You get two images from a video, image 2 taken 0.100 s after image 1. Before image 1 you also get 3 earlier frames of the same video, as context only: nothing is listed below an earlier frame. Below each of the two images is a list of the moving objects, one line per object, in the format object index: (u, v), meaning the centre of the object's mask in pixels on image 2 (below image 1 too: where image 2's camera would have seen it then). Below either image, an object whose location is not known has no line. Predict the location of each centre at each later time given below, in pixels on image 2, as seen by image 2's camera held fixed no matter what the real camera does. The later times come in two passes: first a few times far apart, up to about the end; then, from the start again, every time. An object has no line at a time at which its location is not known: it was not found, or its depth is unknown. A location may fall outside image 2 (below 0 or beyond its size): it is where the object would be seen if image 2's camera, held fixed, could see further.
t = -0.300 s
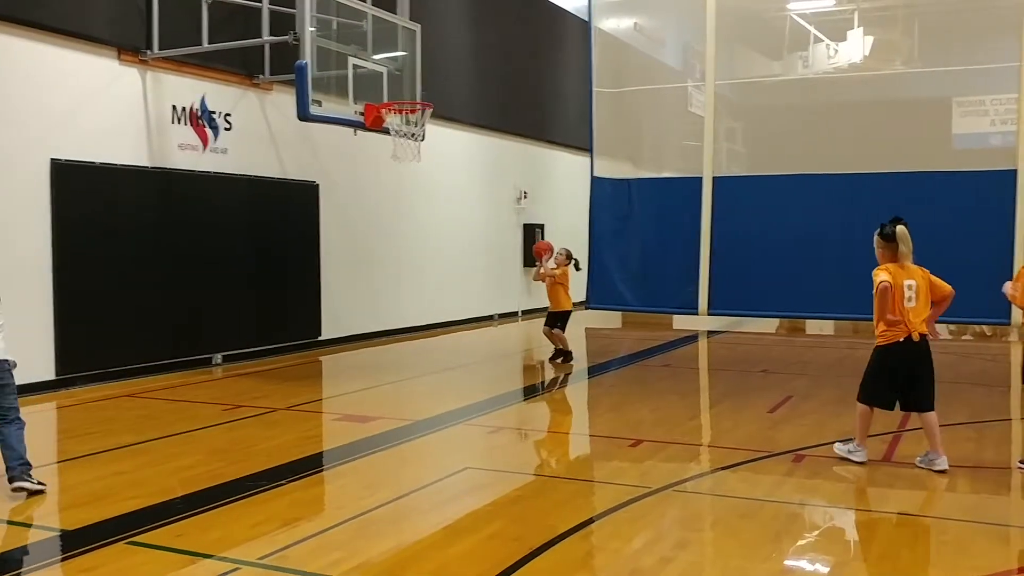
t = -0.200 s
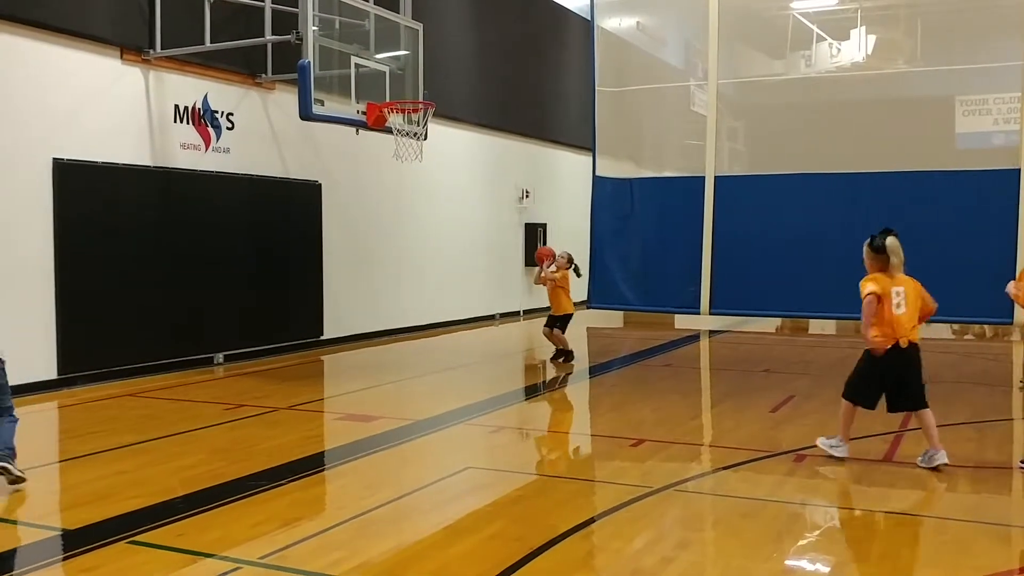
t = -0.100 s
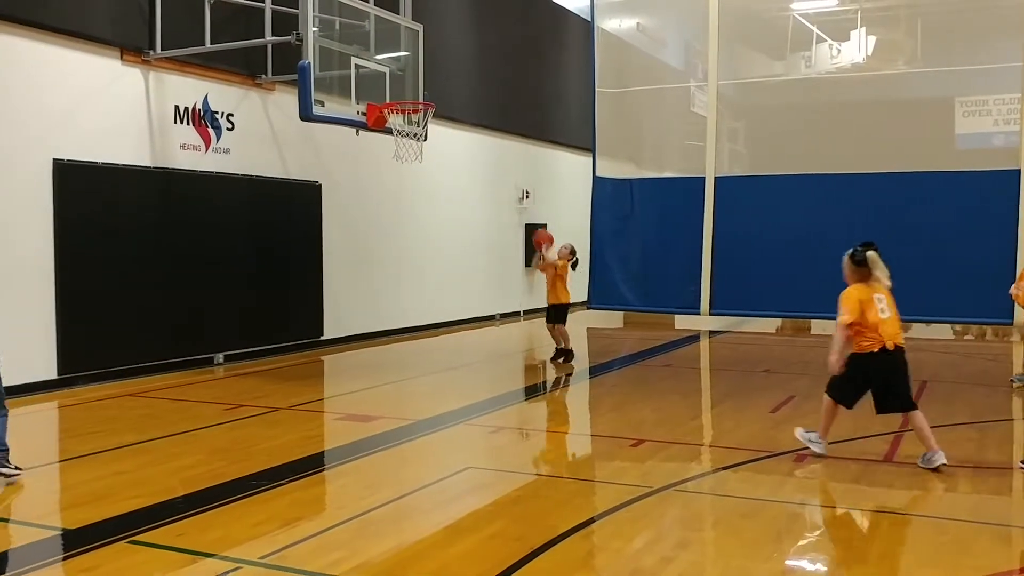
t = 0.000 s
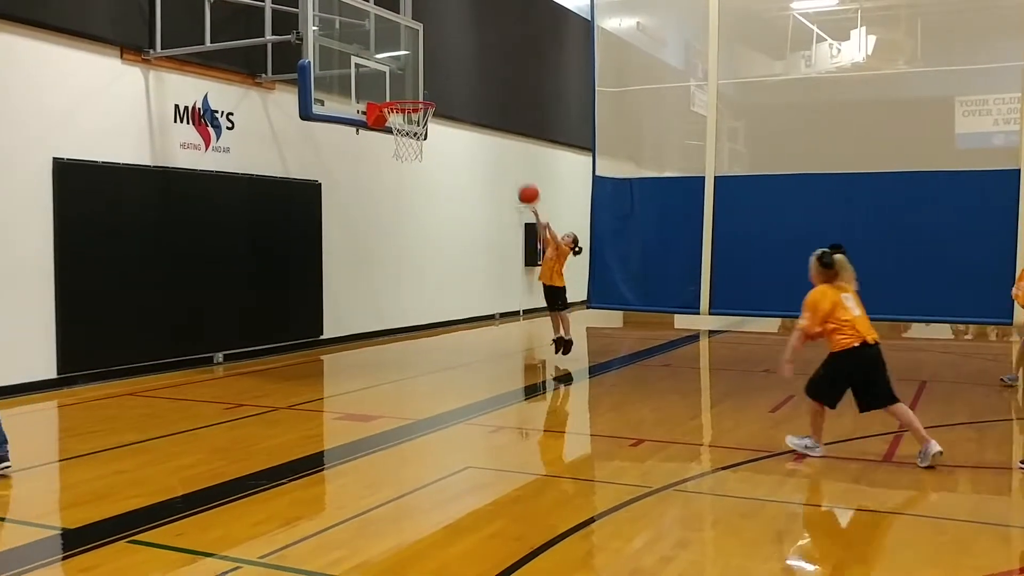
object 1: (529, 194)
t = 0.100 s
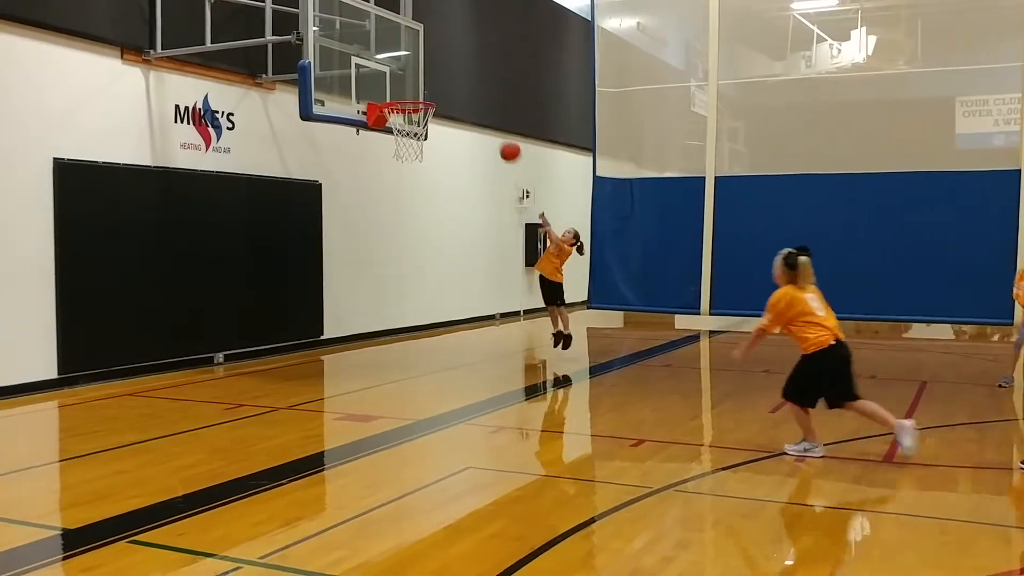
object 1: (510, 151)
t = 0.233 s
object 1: (484, 106)
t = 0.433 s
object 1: (441, 68)
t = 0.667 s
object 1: (392, 76)
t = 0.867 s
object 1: (395, 98)
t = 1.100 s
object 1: (427, 128)
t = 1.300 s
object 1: (428, 153)
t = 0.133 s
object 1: (503, 137)
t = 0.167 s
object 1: (497, 126)
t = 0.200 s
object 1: (490, 116)
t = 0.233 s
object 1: (484, 106)
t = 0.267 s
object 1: (477, 98)
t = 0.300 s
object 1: (471, 90)
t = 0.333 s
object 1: (463, 82)
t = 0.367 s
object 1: (457, 77)
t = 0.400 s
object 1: (449, 72)
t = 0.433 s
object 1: (441, 68)
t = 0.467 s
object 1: (436, 66)
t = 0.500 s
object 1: (429, 65)
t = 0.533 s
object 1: (422, 66)
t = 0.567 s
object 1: (414, 67)
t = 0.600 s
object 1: (407, 68)
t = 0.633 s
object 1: (400, 72)
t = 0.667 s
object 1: (392, 76)
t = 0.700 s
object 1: (392, 78)
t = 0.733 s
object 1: (393, 82)
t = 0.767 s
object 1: (393, 86)
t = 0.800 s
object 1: (393, 91)
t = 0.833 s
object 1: (393, 94)
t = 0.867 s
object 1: (395, 98)
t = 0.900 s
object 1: (404, 110)
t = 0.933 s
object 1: (409, 115)
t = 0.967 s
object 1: (414, 118)
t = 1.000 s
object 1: (418, 124)
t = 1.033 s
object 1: (422, 126)
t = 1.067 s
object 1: (425, 128)
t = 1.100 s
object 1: (427, 128)
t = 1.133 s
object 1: (429, 130)
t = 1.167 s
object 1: (430, 134)
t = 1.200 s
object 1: (431, 136)
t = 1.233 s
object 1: (430, 142)
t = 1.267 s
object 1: (429, 147)
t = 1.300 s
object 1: (428, 153)
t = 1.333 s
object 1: (426, 161)
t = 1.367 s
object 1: (425, 169)
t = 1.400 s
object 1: (424, 179)
